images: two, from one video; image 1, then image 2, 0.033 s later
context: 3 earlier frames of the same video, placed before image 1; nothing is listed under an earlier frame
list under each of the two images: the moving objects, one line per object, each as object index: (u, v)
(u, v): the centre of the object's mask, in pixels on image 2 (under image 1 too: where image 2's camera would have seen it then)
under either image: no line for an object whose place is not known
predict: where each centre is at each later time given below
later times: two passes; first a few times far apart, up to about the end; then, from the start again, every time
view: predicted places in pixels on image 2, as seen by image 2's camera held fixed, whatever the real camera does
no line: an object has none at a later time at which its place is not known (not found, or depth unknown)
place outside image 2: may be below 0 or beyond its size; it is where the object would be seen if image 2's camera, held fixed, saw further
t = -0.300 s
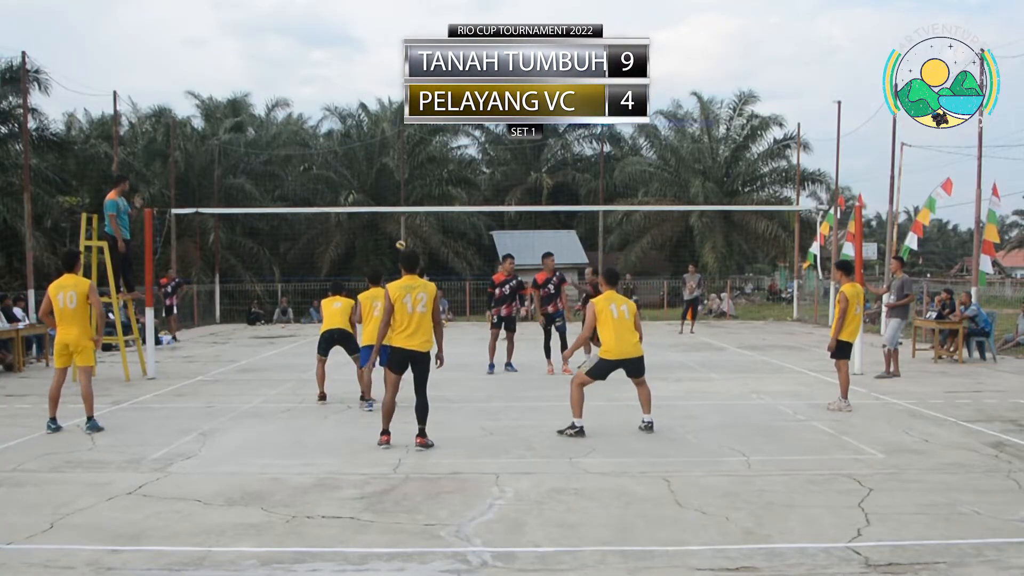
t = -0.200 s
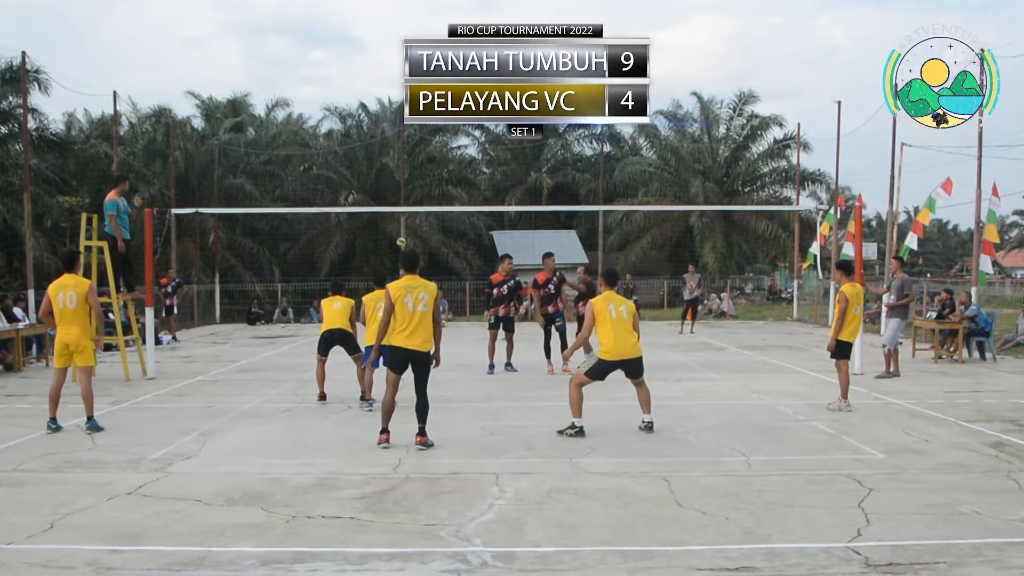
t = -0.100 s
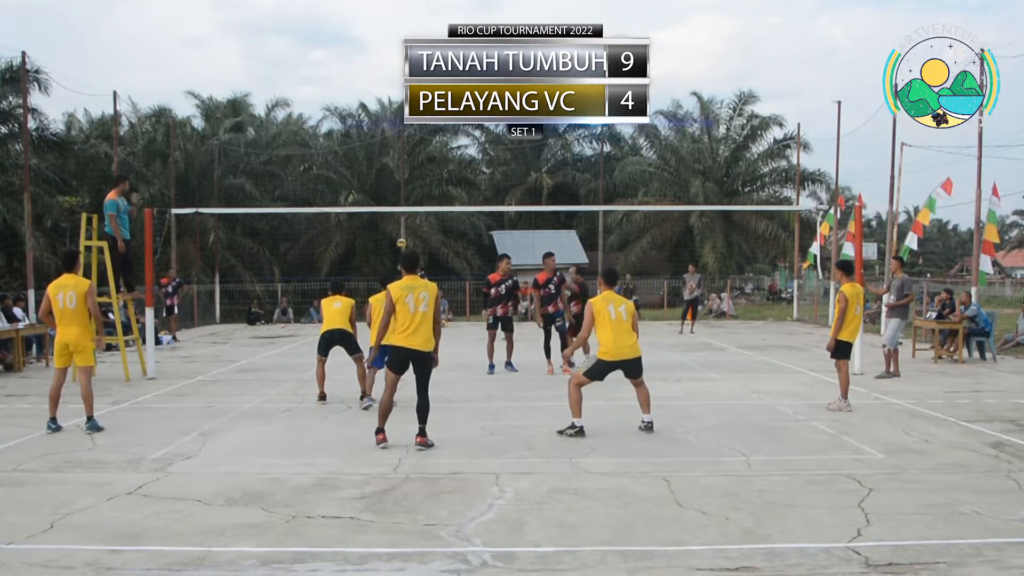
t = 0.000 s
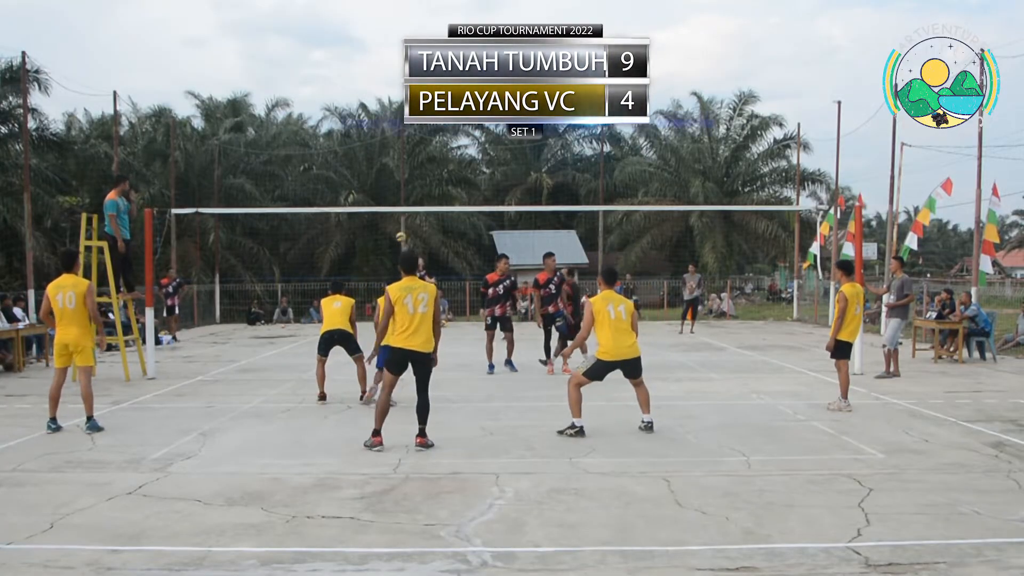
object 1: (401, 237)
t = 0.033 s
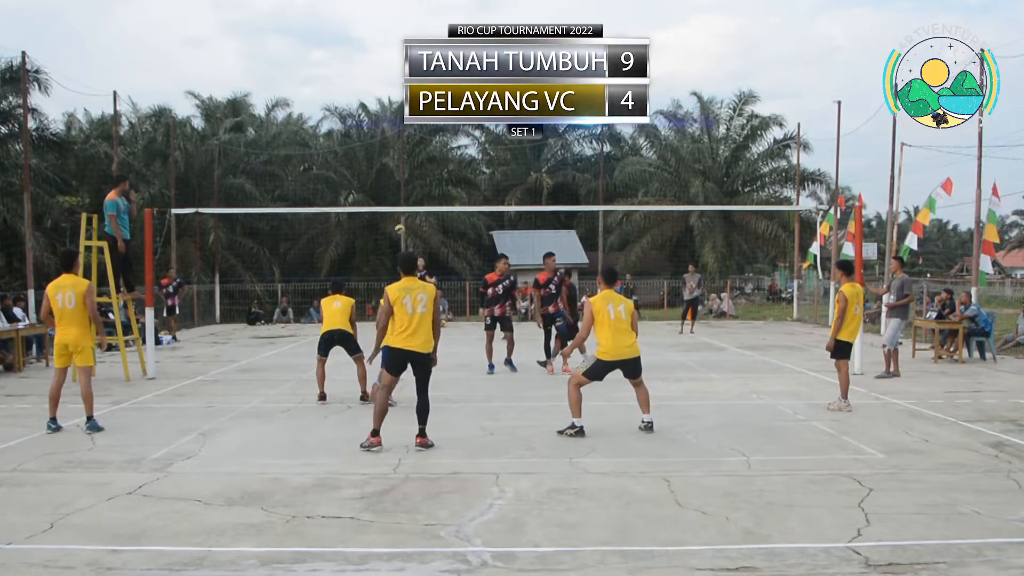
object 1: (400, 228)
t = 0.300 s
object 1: (389, 169)
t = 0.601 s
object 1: (380, 124)
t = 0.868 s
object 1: (369, 127)
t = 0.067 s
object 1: (398, 220)
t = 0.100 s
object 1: (397, 214)
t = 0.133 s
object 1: (396, 203)
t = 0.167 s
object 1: (395, 196)
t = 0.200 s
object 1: (394, 189)
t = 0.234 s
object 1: (392, 182)
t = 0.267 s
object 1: (391, 175)
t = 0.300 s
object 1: (389, 169)
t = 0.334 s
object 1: (388, 164)
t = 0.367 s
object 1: (387, 158)
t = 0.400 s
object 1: (386, 153)
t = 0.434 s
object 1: (385, 147)
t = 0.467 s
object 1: (384, 142)
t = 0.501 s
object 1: (383, 138)
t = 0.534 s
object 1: (382, 133)
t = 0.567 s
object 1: (381, 128)
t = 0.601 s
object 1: (380, 124)
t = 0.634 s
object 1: (378, 122)
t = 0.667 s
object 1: (377, 121)
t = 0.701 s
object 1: (376, 119)
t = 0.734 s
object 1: (375, 120)
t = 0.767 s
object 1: (373, 119)
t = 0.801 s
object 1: (372, 121)
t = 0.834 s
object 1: (371, 124)
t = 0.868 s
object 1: (369, 127)
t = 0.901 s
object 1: (368, 131)
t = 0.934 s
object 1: (366, 137)
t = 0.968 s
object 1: (364, 143)
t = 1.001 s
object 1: (362, 150)
